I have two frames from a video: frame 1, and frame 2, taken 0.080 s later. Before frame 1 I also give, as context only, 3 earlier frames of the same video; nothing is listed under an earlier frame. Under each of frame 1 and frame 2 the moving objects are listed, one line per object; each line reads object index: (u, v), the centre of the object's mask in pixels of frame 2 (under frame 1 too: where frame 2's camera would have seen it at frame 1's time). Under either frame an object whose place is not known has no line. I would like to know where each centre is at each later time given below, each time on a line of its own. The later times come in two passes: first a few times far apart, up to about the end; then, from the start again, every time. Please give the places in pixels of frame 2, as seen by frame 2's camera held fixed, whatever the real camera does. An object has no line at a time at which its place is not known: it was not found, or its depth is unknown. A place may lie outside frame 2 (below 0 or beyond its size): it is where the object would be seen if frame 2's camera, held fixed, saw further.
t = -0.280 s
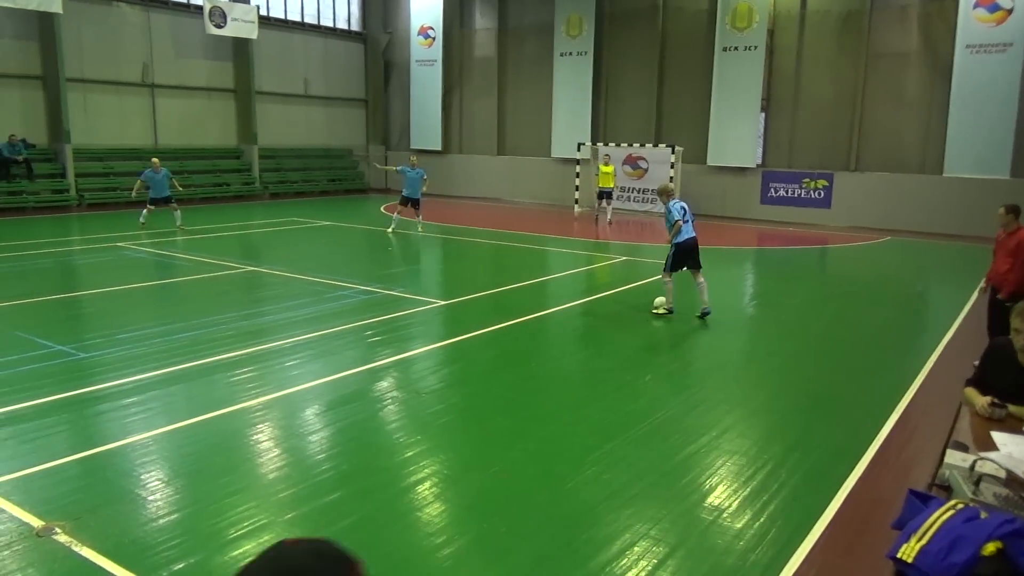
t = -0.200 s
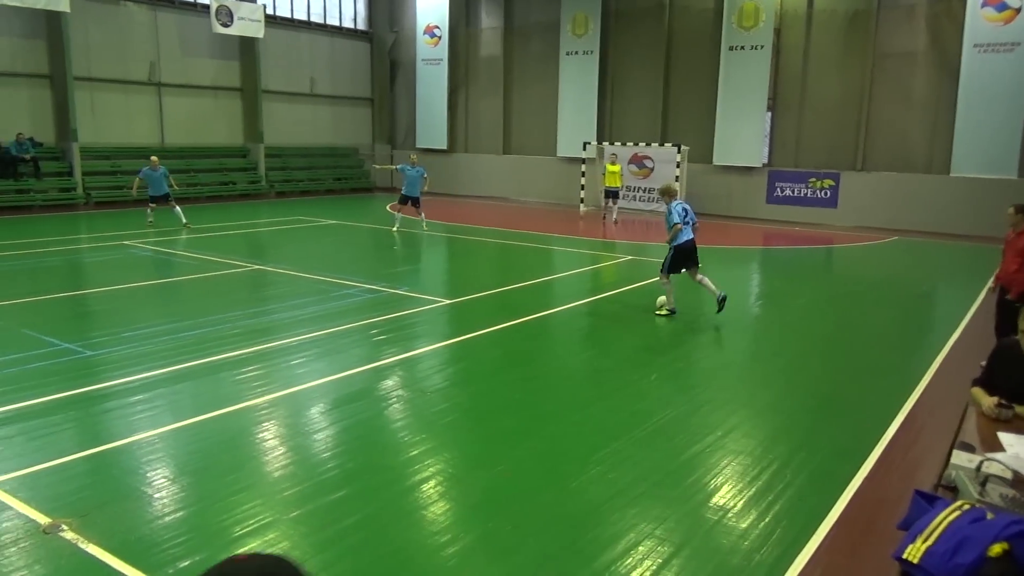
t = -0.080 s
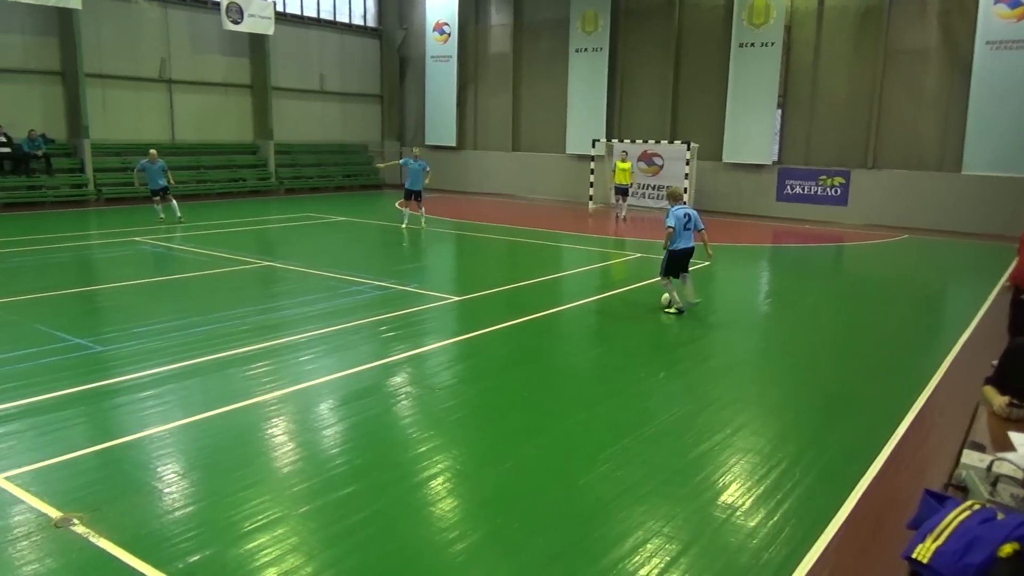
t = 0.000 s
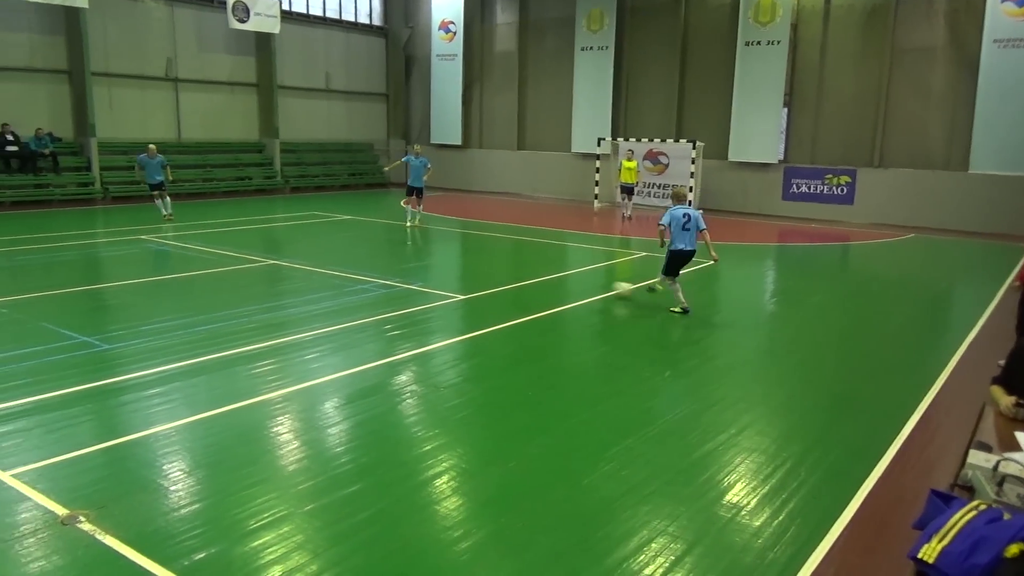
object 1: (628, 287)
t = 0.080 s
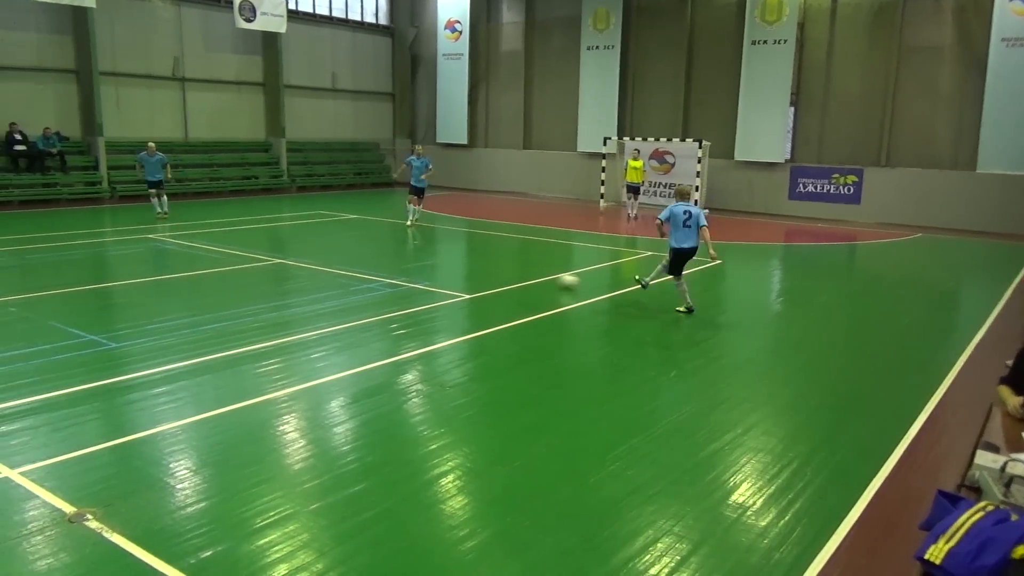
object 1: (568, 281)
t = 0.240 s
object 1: (465, 267)
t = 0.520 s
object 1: (333, 248)
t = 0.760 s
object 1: (250, 236)
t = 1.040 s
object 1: (177, 224)
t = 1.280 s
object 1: (128, 219)
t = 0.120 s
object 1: (540, 277)
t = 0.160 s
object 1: (514, 273)
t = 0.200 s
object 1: (488, 270)
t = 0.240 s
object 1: (465, 267)
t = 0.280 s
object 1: (443, 263)
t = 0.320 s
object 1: (422, 260)
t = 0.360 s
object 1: (403, 257)
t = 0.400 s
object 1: (384, 255)
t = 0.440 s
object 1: (366, 253)
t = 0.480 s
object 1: (349, 250)
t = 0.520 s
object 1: (333, 248)
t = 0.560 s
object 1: (318, 246)
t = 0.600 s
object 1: (303, 243)
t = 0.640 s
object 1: (289, 241)
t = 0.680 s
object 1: (275, 240)
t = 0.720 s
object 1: (262, 238)
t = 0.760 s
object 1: (250, 236)
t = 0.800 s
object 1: (239, 234)
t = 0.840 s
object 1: (227, 233)
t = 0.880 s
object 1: (216, 231)
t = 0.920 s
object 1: (206, 229)
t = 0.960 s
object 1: (196, 228)
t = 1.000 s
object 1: (187, 226)
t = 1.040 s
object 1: (177, 224)
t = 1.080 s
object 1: (168, 224)
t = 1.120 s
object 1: (160, 222)
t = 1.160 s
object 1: (152, 221)
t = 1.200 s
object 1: (144, 221)
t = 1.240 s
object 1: (136, 220)
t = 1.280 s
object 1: (128, 219)
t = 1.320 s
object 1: (120, 217)
